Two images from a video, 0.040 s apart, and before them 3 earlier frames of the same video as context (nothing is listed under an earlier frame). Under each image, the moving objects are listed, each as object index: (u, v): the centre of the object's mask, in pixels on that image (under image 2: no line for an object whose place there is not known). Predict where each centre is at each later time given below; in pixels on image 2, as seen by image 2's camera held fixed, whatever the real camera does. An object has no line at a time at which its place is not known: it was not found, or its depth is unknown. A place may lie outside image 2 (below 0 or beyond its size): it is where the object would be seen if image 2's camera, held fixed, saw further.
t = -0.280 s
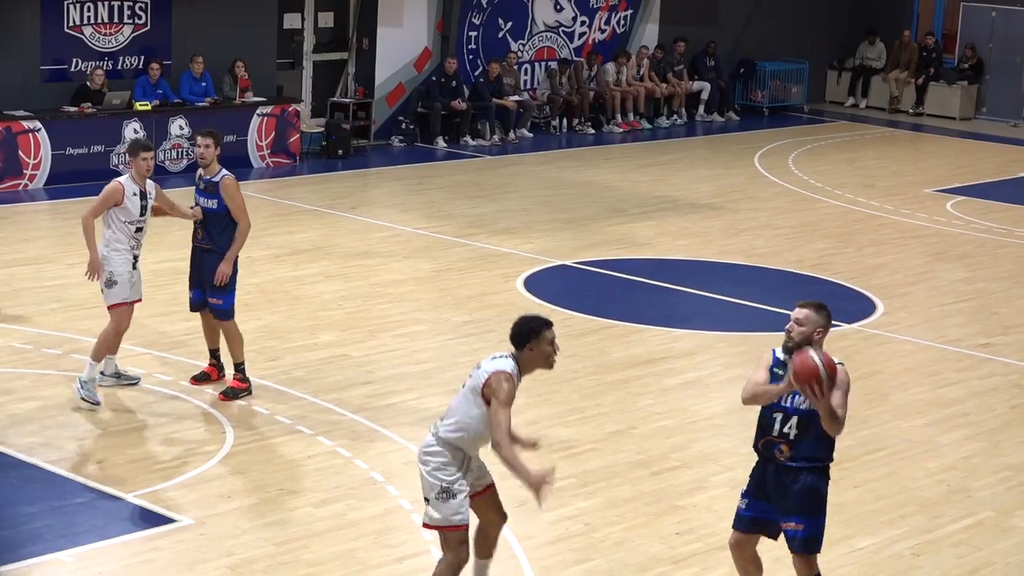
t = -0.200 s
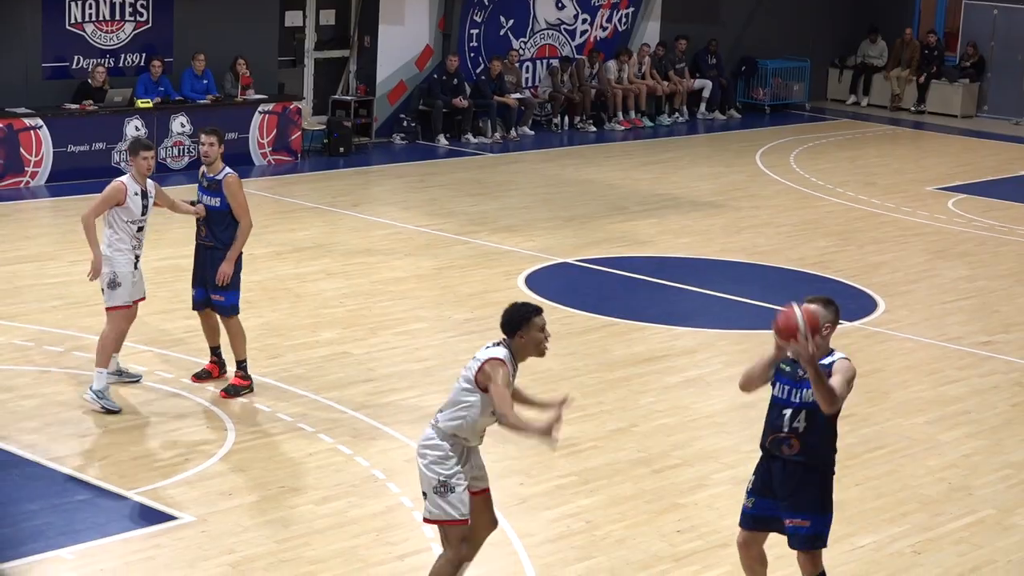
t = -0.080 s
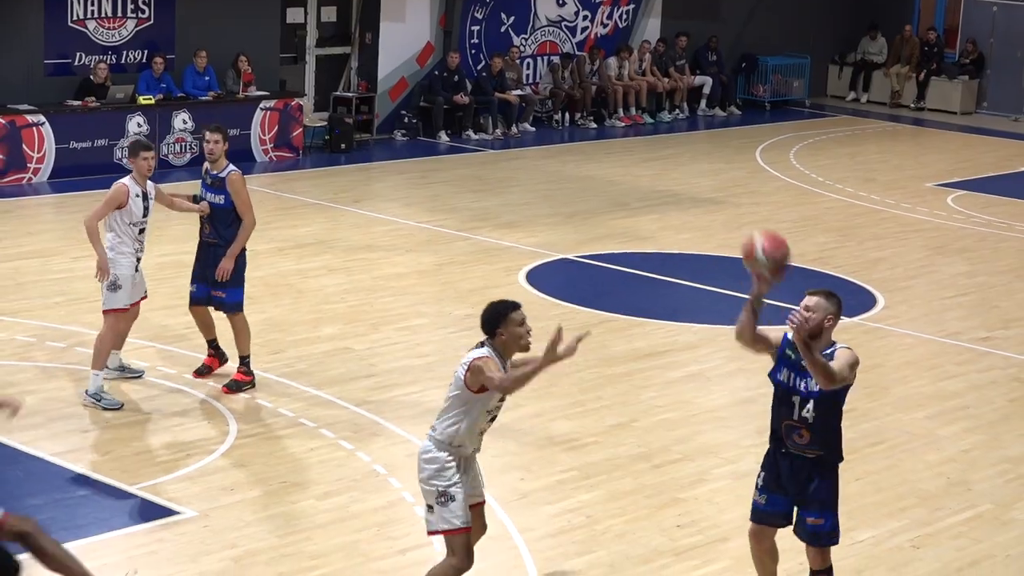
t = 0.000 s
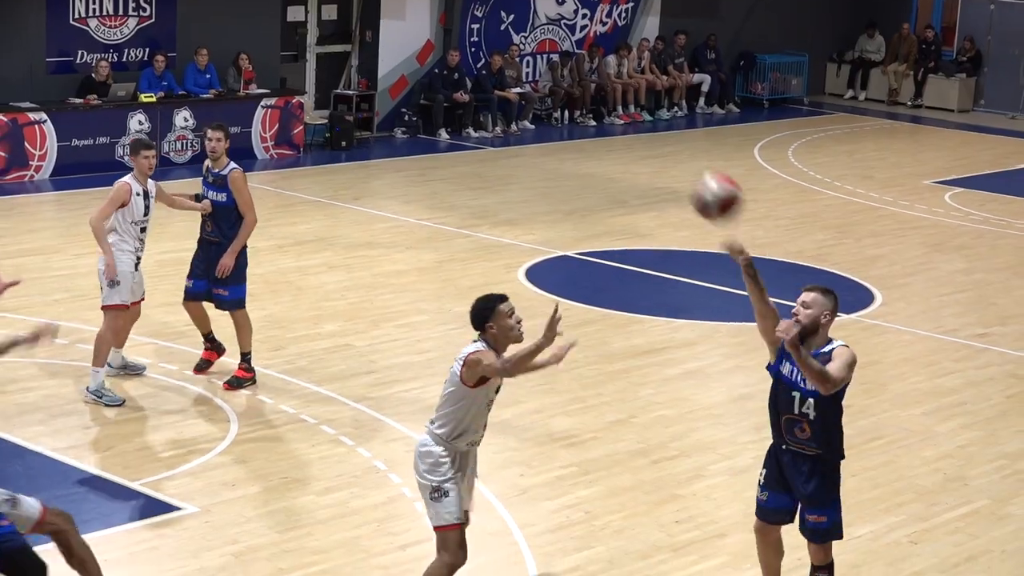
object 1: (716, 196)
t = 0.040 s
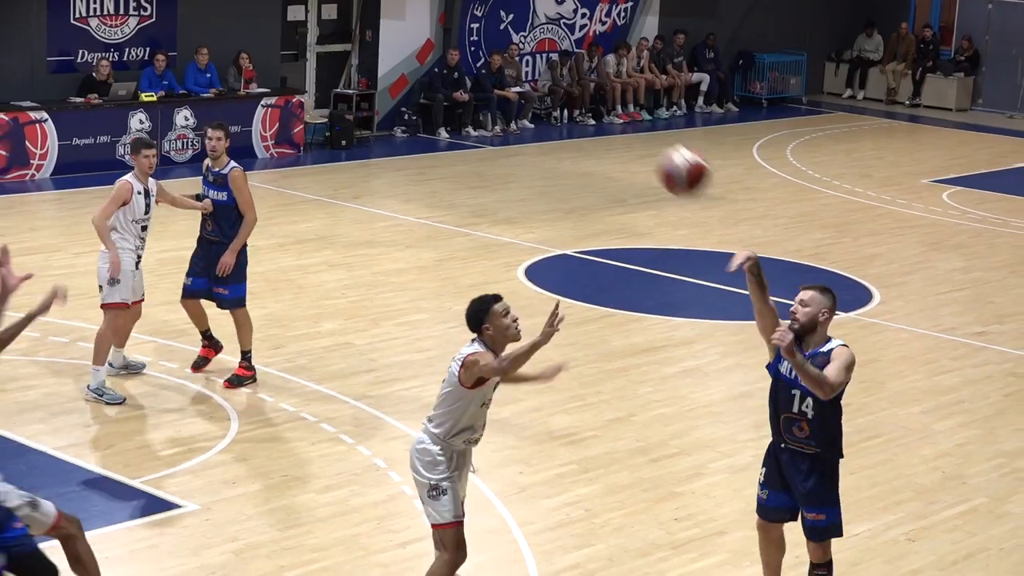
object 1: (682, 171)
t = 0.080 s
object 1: (652, 148)
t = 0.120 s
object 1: (618, 129)
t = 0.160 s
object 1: (584, 114)
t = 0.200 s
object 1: (550, 103)
